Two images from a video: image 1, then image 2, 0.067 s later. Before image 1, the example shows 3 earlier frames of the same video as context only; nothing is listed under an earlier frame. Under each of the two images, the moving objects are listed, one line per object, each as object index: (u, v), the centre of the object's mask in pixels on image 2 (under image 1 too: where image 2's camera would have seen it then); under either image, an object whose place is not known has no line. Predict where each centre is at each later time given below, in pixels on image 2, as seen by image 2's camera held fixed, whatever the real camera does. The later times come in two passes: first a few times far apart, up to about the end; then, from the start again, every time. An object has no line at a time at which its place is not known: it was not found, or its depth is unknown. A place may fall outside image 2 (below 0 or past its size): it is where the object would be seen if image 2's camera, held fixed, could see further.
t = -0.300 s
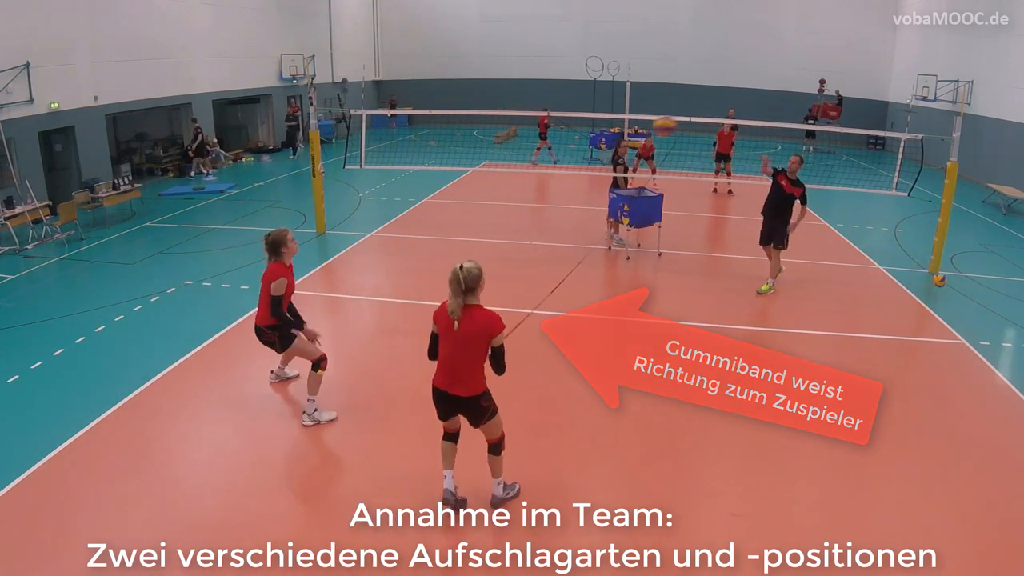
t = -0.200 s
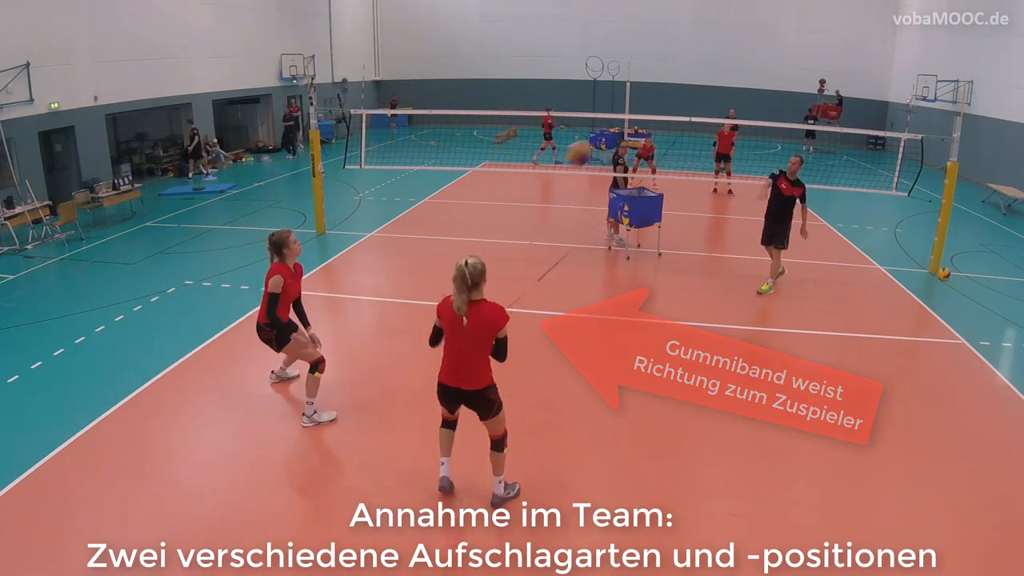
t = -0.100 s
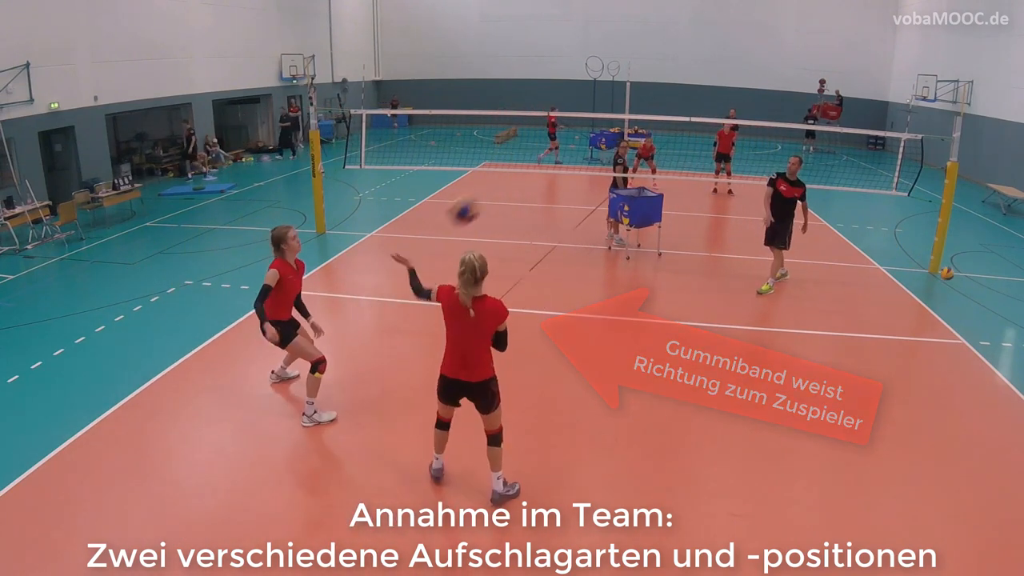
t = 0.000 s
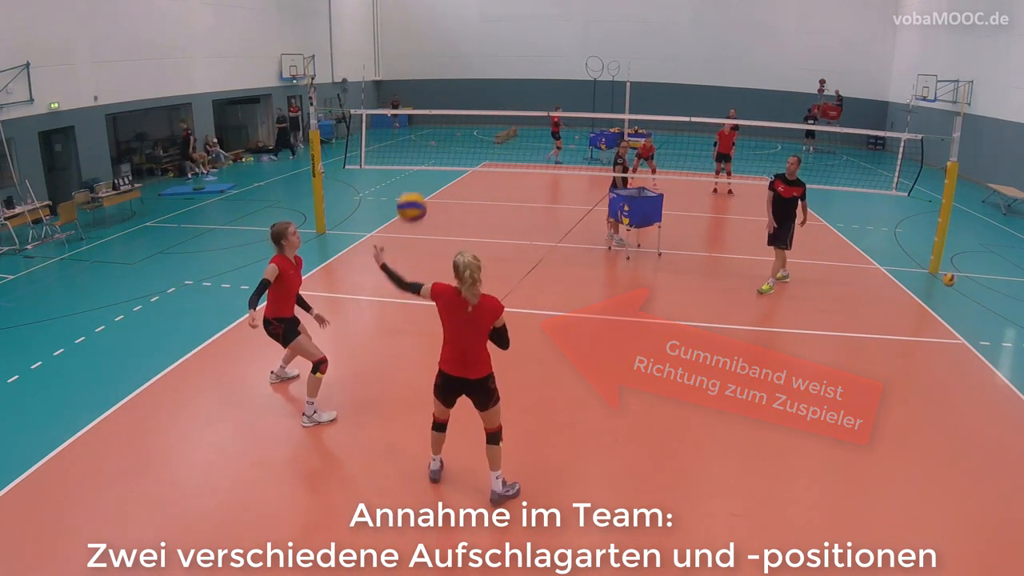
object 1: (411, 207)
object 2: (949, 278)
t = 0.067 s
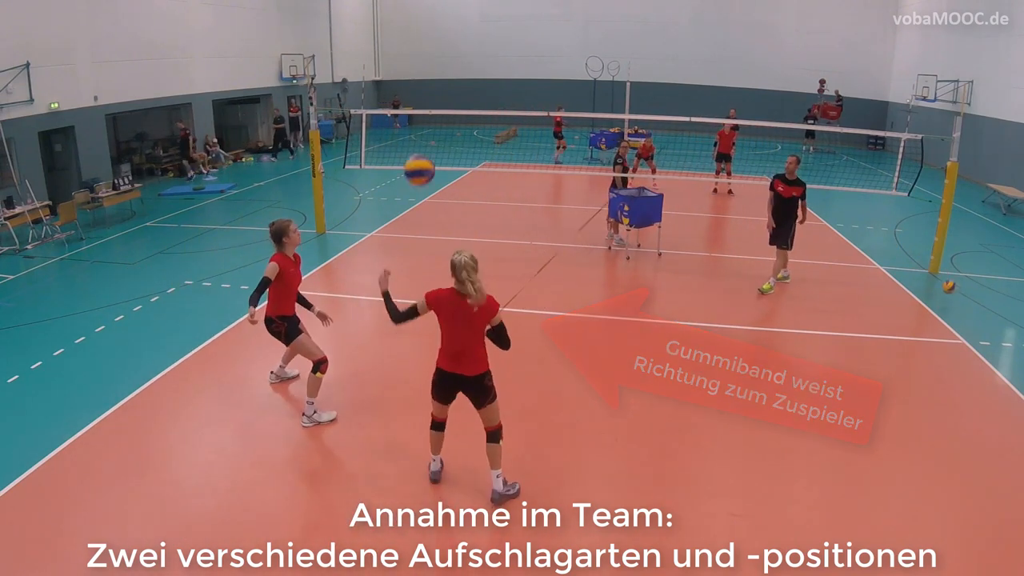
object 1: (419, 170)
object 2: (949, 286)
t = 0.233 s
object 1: (441, 103)
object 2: (954, 288)
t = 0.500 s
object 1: (477, 81)
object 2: (960, 296)
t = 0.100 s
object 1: (423, 153)
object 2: (949, 291)
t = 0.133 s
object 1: (428, 138)
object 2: (949, 296)
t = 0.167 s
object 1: (432, 125)
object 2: (950, 292)
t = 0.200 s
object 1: (436, 113)
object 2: (952, 289)
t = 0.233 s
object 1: (441, 103)
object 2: (954, 288)
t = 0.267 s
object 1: (445, 95)
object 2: (955, 286)
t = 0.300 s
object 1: (450, 88)
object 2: (956, 286)
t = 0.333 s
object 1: (455, 83)
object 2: (957, 286)
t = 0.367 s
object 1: (459, 79)
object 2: (958, 286)
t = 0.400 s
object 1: (464, 77)
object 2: (958, 287)
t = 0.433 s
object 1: (468, 77)
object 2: (959, 289)
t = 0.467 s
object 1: (473, 79)
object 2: (960, 292)
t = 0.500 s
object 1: (477, 81)
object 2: (960, 296)
